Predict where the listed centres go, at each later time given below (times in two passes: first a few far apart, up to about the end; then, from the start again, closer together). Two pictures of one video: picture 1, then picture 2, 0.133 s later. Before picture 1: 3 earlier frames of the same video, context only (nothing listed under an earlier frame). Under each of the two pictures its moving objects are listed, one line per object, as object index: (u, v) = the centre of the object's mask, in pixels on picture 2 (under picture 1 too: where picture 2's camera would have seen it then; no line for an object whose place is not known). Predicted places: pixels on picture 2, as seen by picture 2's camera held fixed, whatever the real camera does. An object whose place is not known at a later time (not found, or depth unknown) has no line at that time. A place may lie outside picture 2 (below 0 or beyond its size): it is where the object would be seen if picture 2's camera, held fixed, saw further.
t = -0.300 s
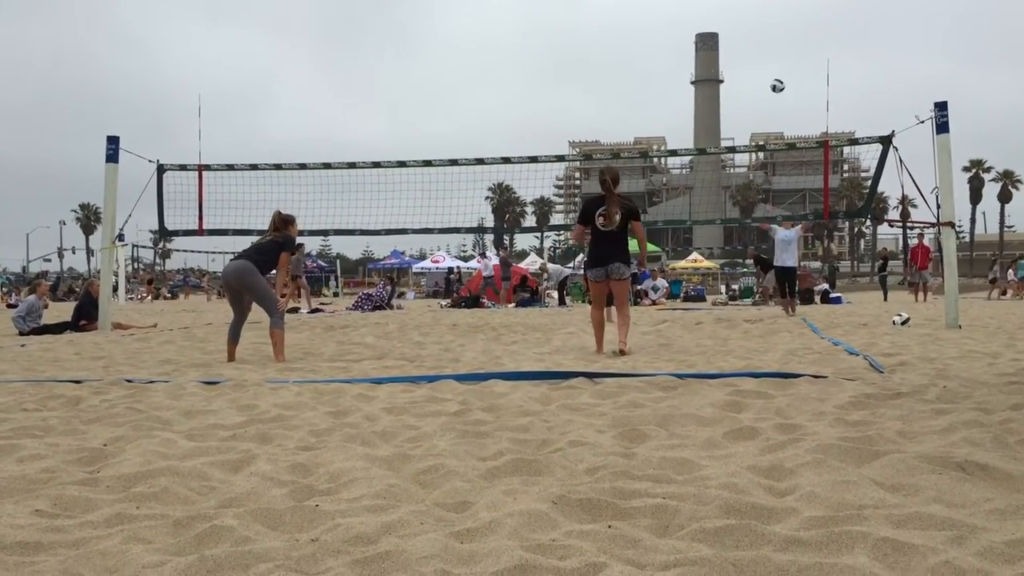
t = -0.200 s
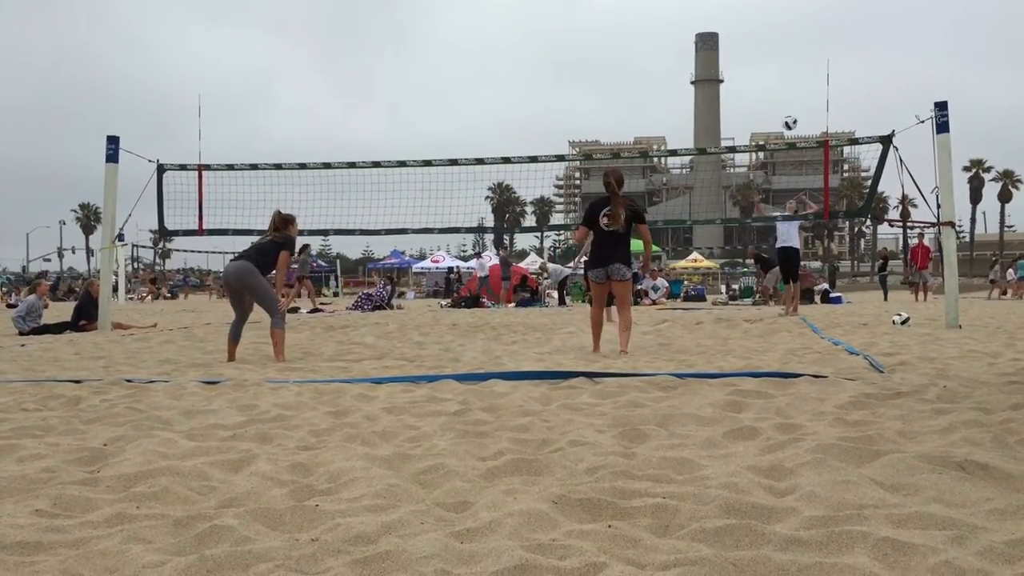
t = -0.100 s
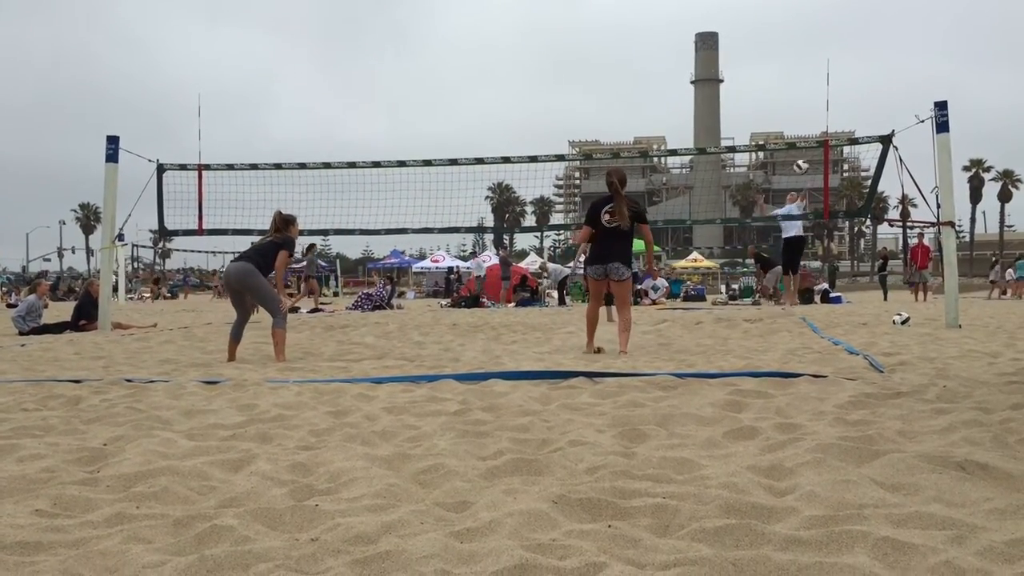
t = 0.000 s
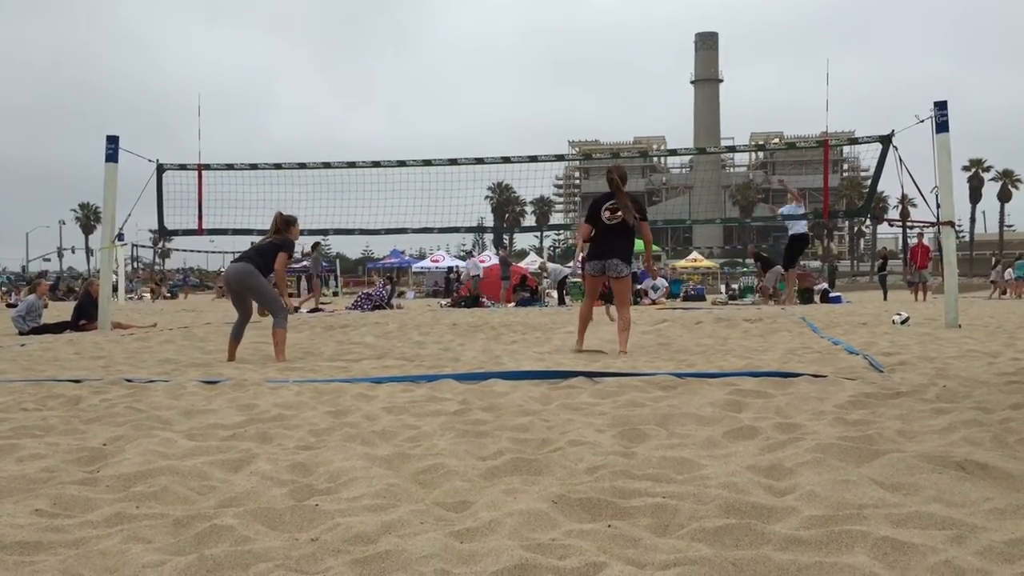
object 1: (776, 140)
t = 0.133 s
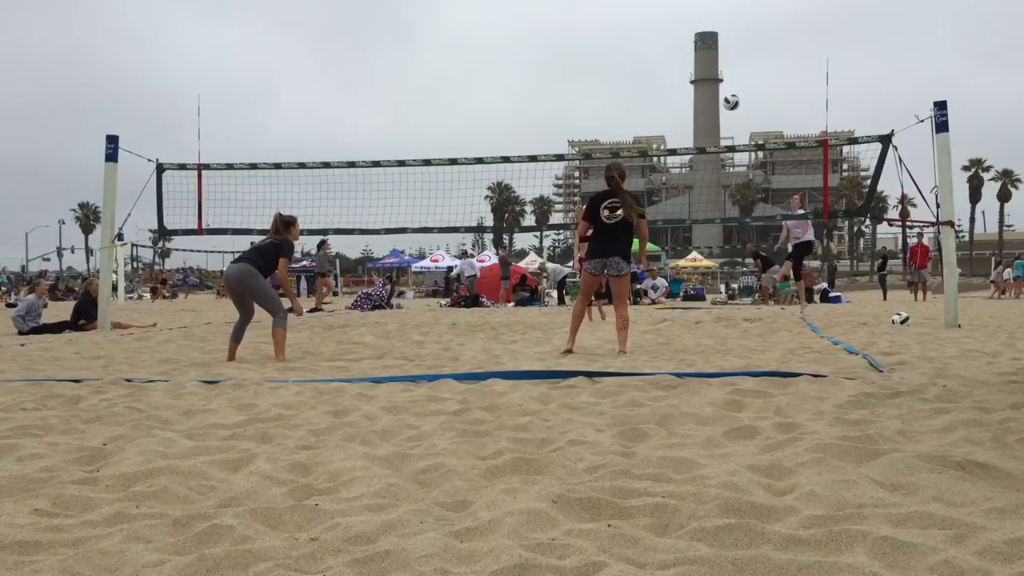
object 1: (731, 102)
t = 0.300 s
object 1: (669, 66)
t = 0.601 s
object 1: (537, 66)
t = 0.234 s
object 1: (695, 77)
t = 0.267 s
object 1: (683, 72)
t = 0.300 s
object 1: (669, 66)
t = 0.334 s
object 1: (656, 61)
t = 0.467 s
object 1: (601, 52)
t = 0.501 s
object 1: (586, 54)
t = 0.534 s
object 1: (570, 56)
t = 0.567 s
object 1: (554, 61)
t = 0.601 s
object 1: (537, 66)
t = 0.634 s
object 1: (520, 73)
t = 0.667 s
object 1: (501, 84)
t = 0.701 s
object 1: (482, 94)
